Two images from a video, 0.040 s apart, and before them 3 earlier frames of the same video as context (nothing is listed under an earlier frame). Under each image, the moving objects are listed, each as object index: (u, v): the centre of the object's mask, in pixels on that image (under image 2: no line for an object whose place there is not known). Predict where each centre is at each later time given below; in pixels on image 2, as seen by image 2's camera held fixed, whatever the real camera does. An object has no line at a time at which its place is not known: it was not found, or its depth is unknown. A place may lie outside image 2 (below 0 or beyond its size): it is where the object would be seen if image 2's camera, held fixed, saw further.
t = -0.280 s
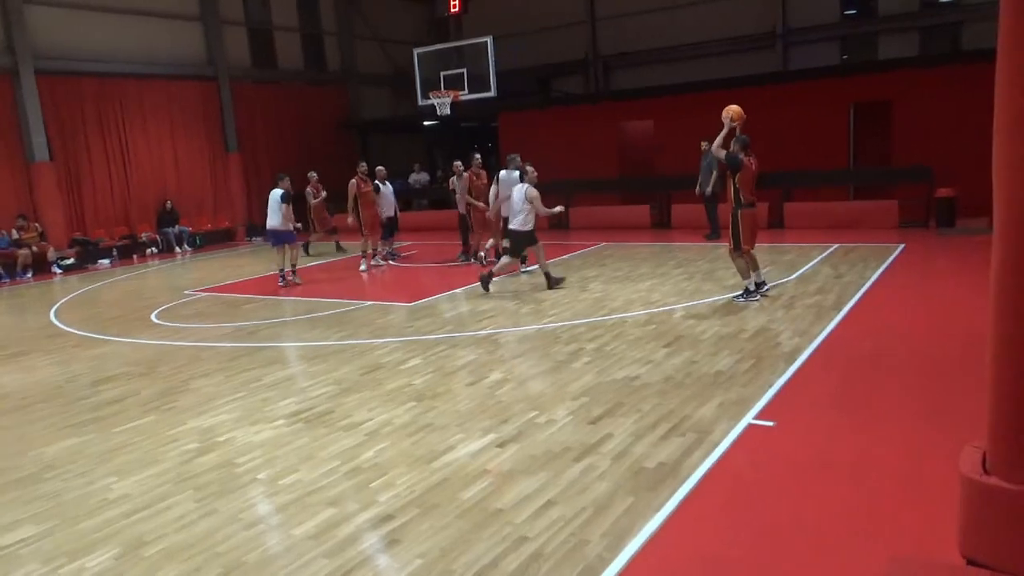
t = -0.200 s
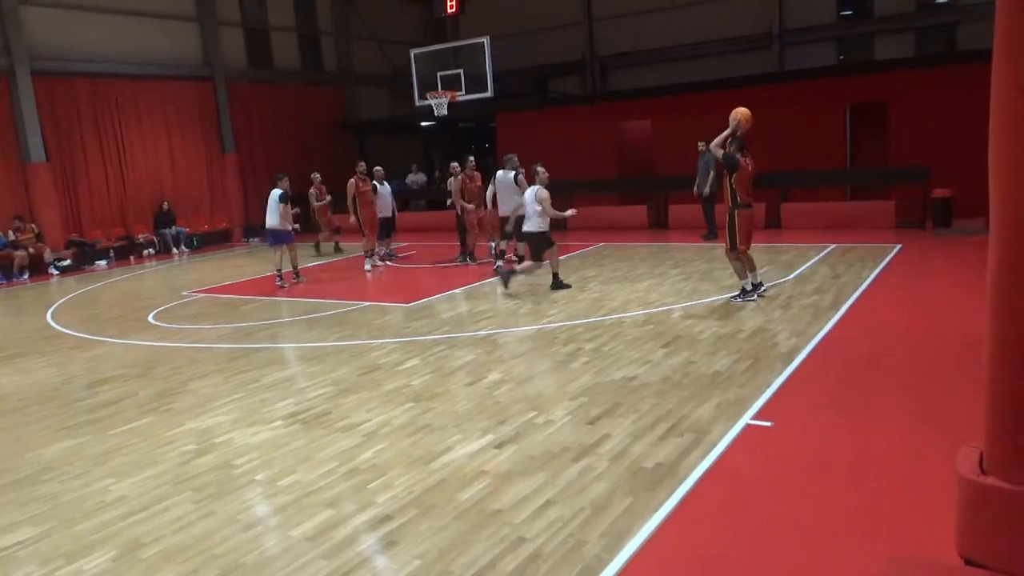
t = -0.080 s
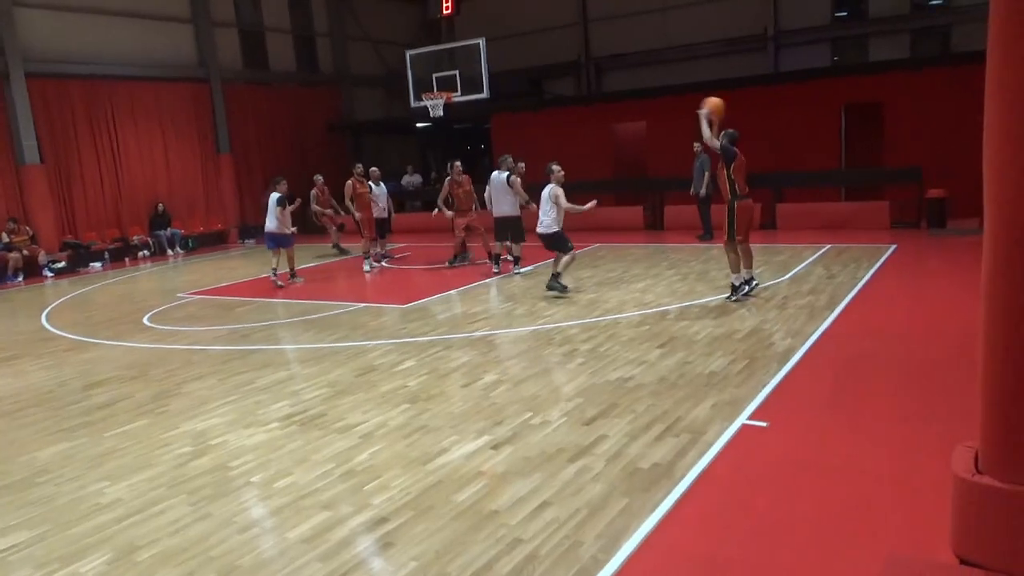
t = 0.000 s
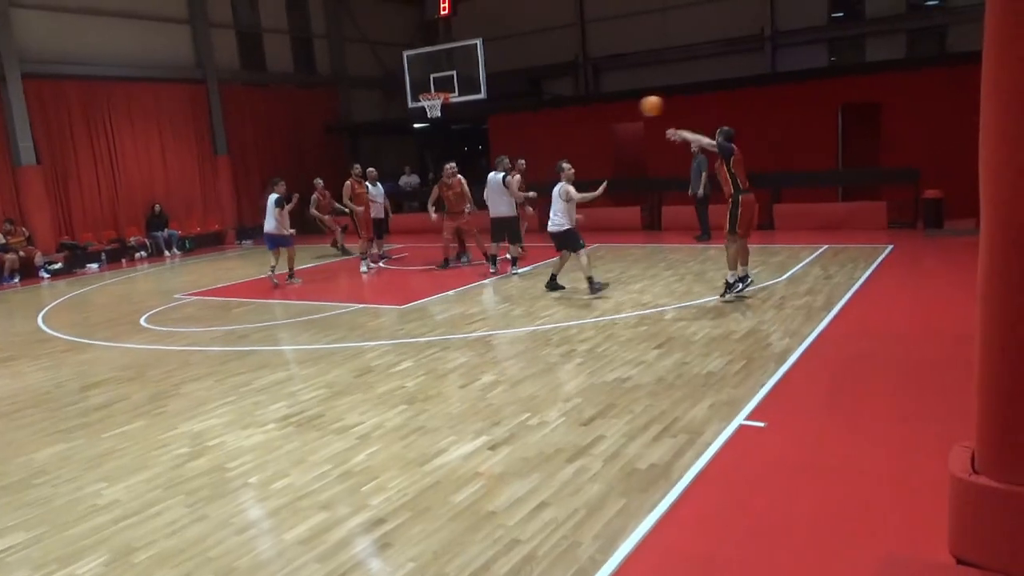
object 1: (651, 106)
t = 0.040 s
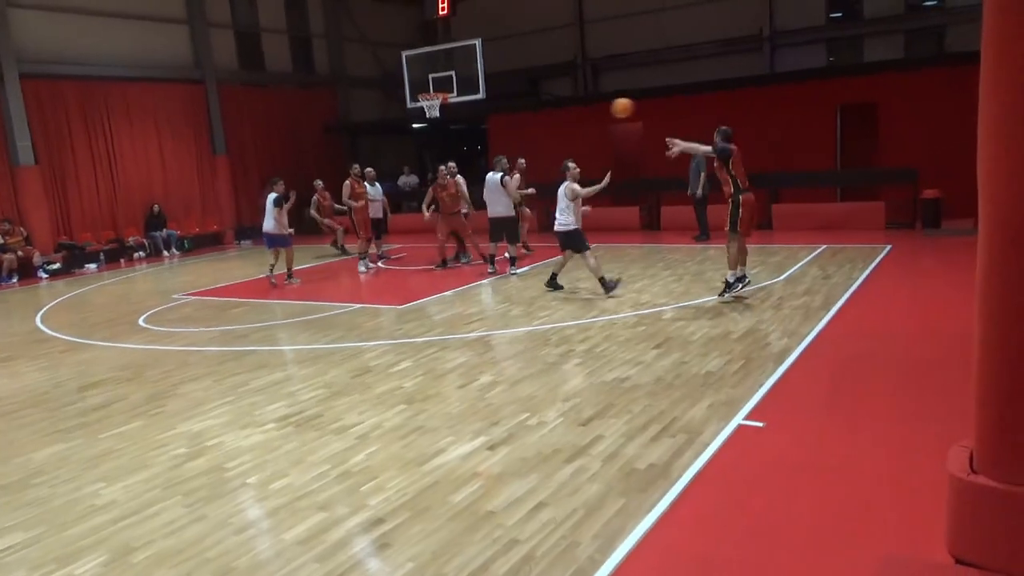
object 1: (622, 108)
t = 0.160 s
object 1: (547, 120)
